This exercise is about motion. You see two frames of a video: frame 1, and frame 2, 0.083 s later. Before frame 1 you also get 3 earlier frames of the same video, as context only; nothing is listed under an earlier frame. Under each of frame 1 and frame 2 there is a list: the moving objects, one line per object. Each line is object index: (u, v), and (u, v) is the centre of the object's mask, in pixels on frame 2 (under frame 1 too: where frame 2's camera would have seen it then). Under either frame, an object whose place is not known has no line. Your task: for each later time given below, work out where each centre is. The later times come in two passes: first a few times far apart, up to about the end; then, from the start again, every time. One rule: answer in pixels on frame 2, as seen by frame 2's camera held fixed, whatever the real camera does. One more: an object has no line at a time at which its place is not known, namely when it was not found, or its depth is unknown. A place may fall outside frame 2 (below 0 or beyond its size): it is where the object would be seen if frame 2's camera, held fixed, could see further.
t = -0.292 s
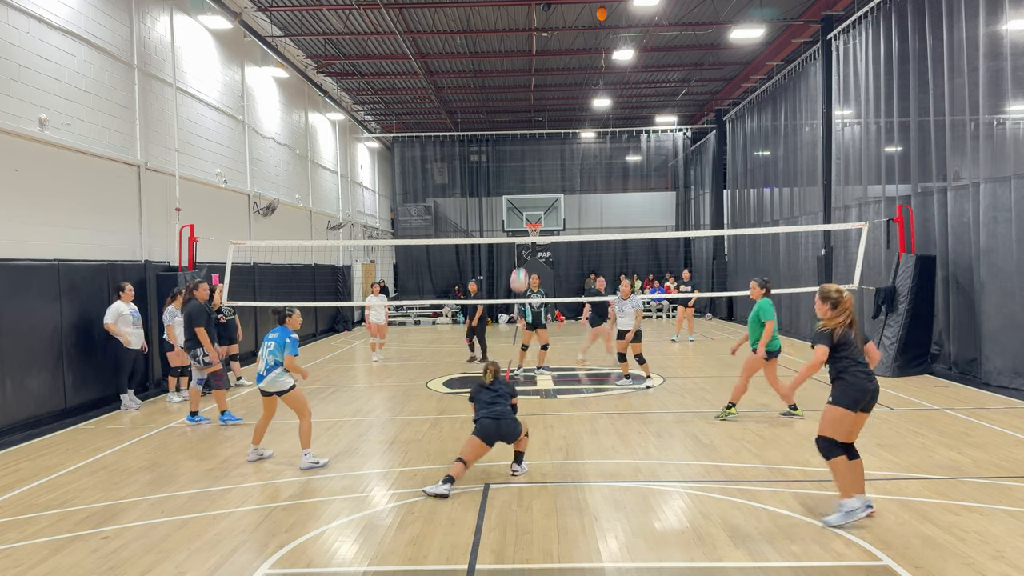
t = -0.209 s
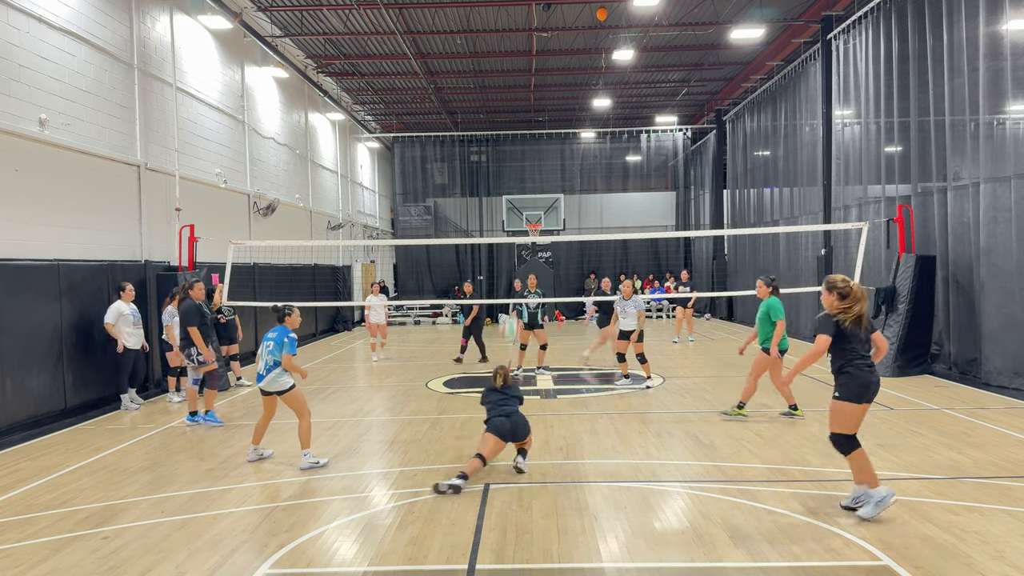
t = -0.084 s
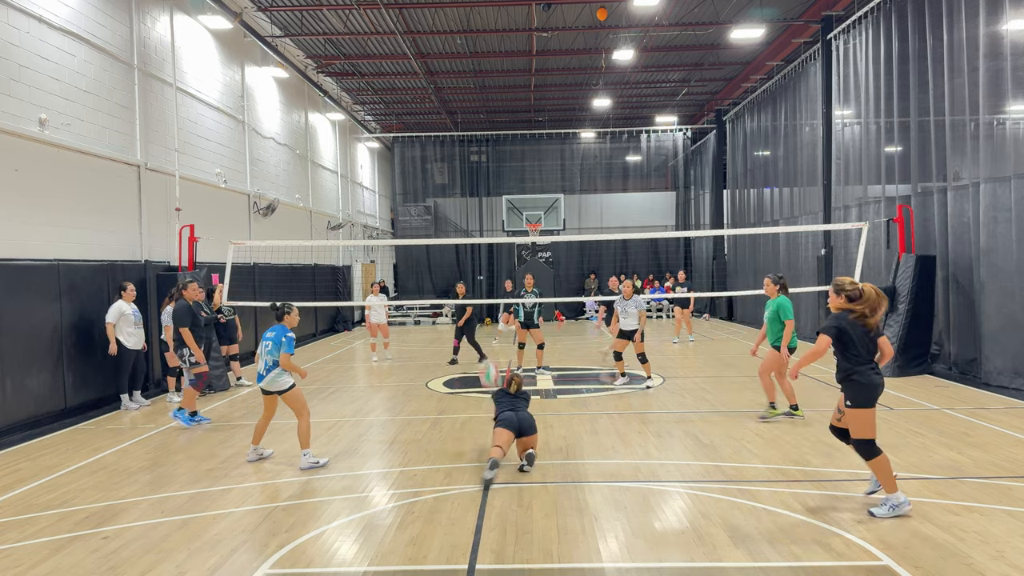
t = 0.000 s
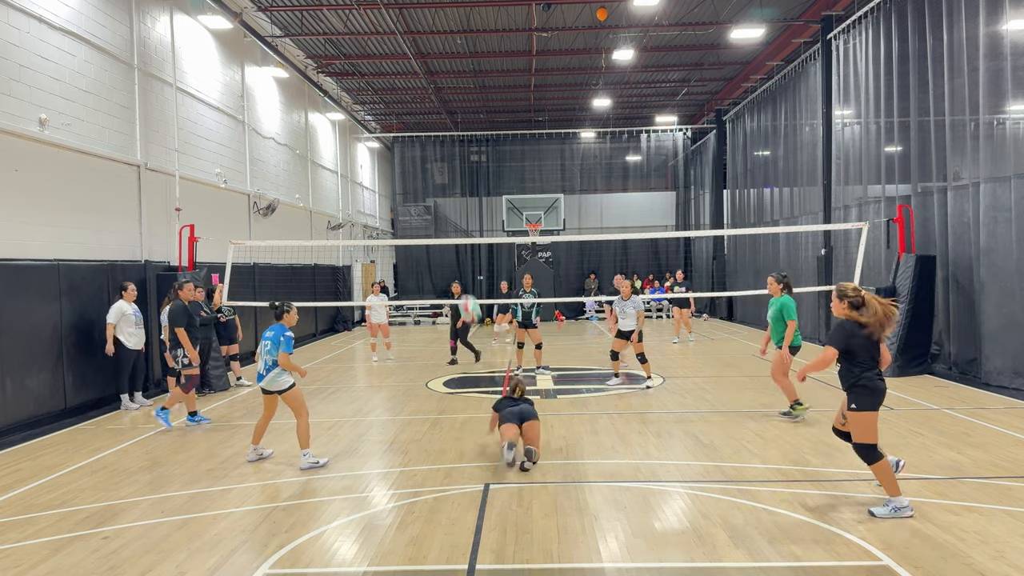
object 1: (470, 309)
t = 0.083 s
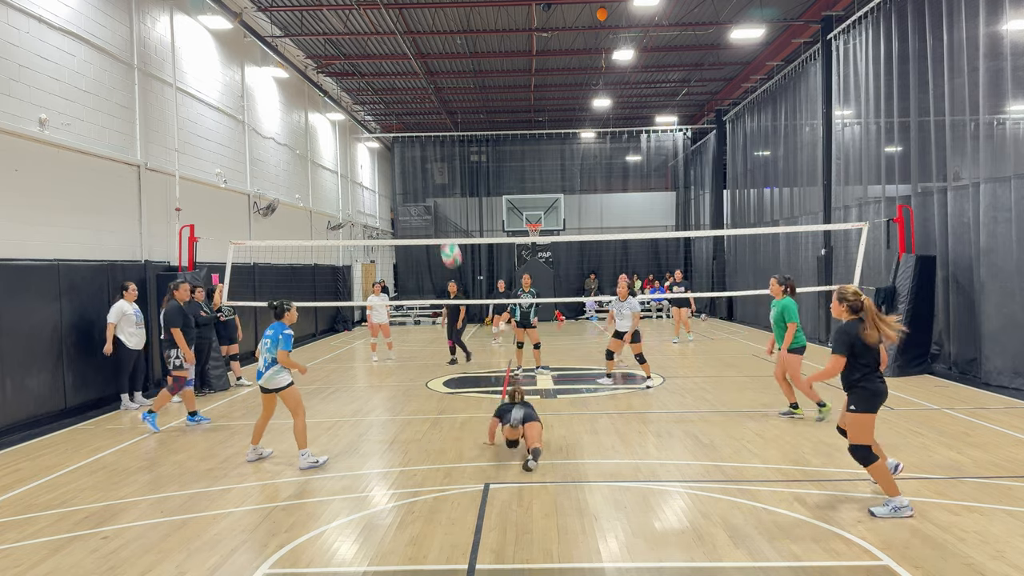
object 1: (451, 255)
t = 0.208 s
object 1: (425, 190)
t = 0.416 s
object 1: (387, 123)
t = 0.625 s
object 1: (355, 98)
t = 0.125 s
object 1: (442, 228)
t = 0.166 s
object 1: (434, 209)
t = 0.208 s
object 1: (425, 190)
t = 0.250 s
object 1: (417, 173)
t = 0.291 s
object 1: (409, 157)
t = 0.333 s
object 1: (402, 145)
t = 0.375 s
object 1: (394, 133)
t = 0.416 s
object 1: (387, 123)
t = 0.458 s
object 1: (380, 115)
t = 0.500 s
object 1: (374, 109)
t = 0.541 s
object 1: (367, 104)
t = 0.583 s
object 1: (361, 100)
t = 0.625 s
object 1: (355, 98)
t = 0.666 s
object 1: (349, 97)
